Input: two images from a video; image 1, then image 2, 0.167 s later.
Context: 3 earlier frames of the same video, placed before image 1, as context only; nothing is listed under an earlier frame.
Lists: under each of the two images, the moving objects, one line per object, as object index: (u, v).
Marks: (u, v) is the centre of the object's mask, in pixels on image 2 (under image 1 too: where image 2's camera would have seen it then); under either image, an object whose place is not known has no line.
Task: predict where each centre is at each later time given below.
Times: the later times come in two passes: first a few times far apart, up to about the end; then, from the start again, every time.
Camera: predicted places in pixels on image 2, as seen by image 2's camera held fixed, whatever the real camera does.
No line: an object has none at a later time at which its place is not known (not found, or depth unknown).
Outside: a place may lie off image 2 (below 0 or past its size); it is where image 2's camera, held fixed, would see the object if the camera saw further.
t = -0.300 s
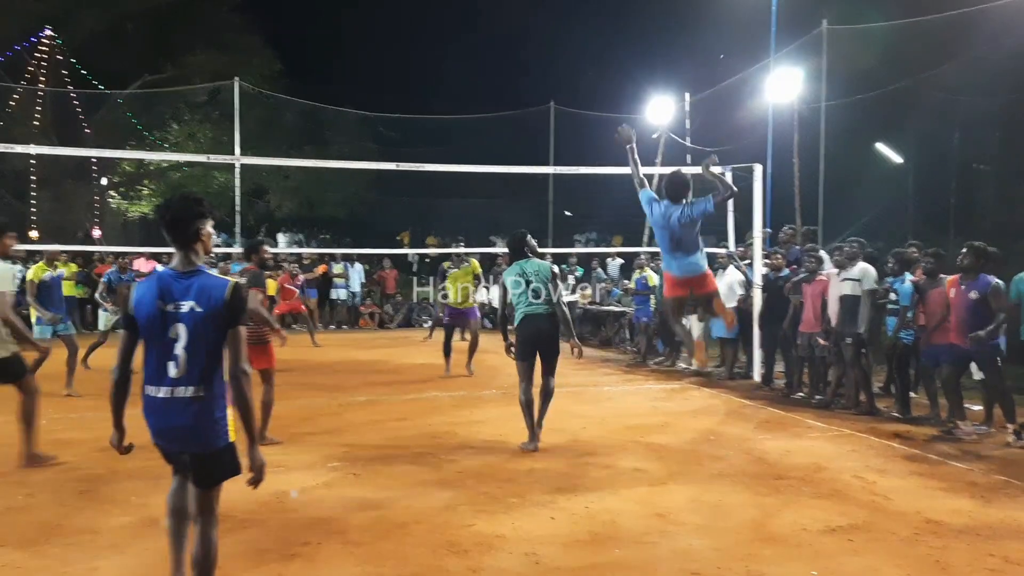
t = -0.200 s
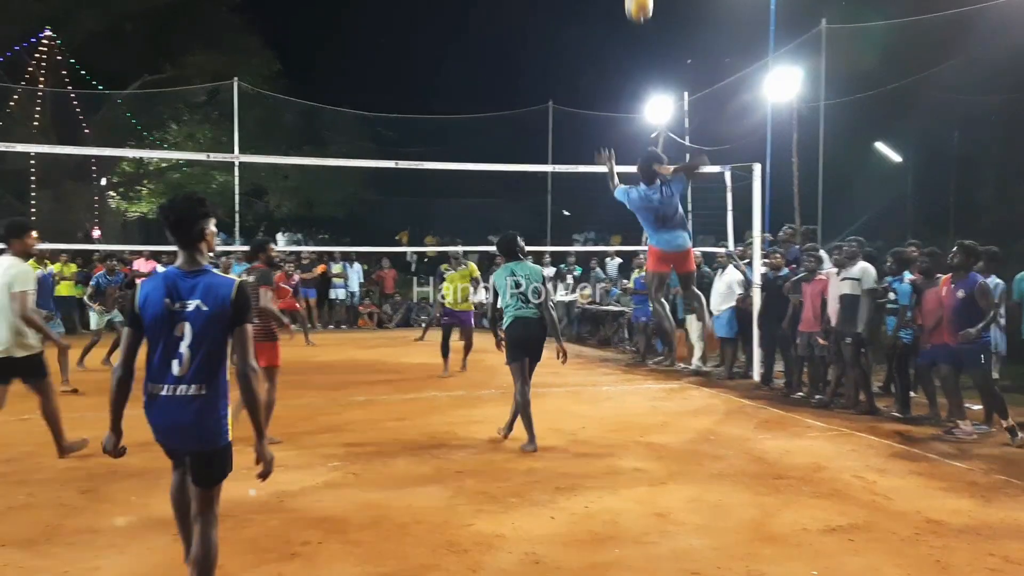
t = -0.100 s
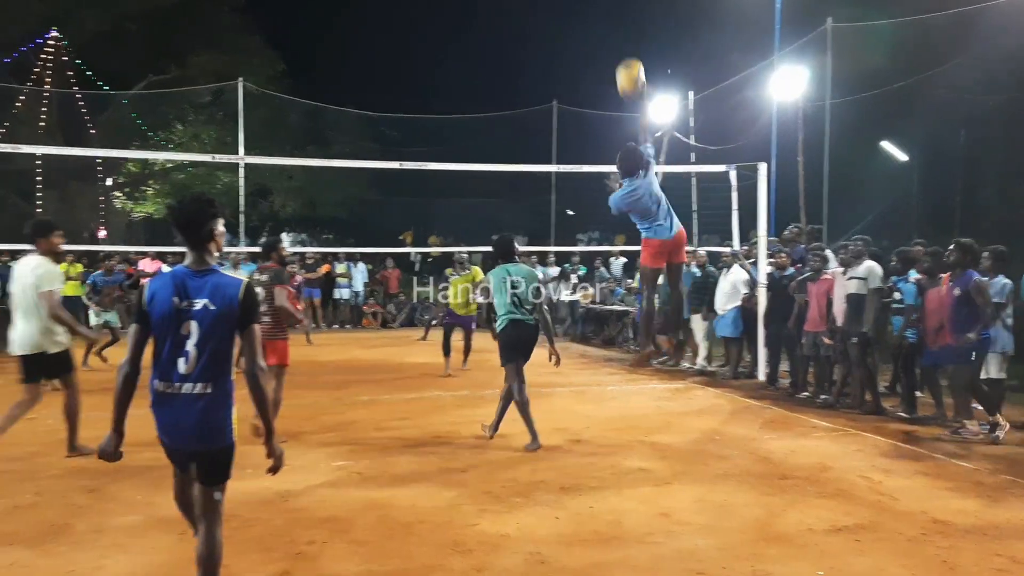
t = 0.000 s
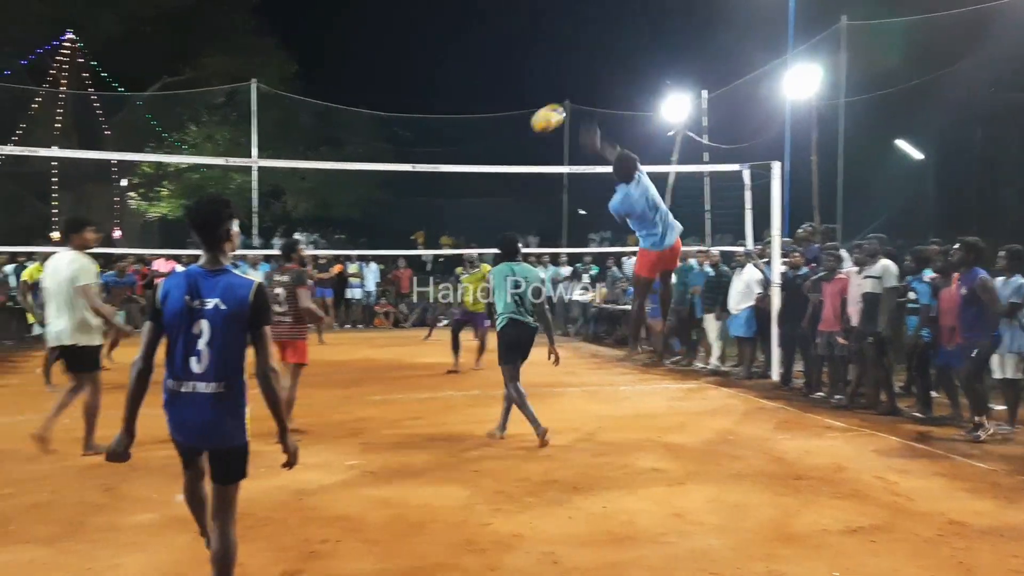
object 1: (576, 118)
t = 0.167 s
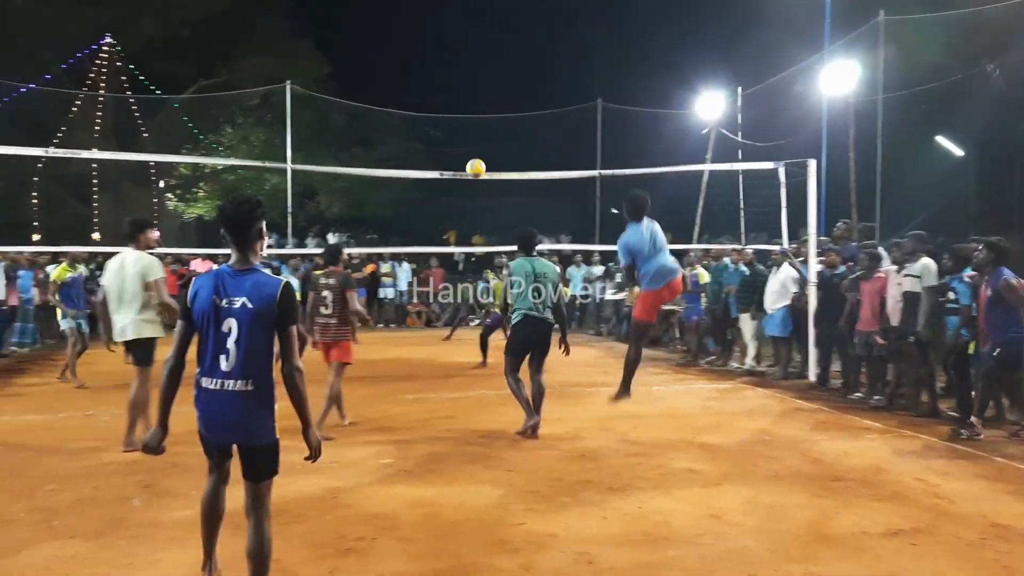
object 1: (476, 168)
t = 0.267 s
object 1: (467, 156)
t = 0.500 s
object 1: (450, 148)
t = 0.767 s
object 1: (427, 159)
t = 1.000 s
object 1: (414, 169)
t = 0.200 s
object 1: (472, 165)
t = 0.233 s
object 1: (470, 160)
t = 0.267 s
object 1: (467, 156)
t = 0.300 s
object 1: (464, 152)
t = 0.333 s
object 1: (461, 150)
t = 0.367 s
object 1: (459, 148)
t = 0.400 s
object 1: (456, 147)
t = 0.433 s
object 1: (454, 146)
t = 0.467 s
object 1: (452, 147)
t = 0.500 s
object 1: (450, 148)
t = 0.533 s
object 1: (447, 150)
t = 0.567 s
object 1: (445, 153)
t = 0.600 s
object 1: (442, 156)
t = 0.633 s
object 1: (439, 156)
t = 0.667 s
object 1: (436, 155)
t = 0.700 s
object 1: (433, 155)
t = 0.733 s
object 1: (430, 157)
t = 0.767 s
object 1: (427, 159)
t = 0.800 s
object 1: (425, 161)
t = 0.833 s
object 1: (423, 159)
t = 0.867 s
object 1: (422, 157)
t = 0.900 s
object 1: (420, 160)
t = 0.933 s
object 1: (418, 167)
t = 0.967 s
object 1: (416, 168)
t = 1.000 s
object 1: (414, 169)
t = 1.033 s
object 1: (413, 172)
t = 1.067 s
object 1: (411, 178)
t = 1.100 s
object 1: (409, 184)
